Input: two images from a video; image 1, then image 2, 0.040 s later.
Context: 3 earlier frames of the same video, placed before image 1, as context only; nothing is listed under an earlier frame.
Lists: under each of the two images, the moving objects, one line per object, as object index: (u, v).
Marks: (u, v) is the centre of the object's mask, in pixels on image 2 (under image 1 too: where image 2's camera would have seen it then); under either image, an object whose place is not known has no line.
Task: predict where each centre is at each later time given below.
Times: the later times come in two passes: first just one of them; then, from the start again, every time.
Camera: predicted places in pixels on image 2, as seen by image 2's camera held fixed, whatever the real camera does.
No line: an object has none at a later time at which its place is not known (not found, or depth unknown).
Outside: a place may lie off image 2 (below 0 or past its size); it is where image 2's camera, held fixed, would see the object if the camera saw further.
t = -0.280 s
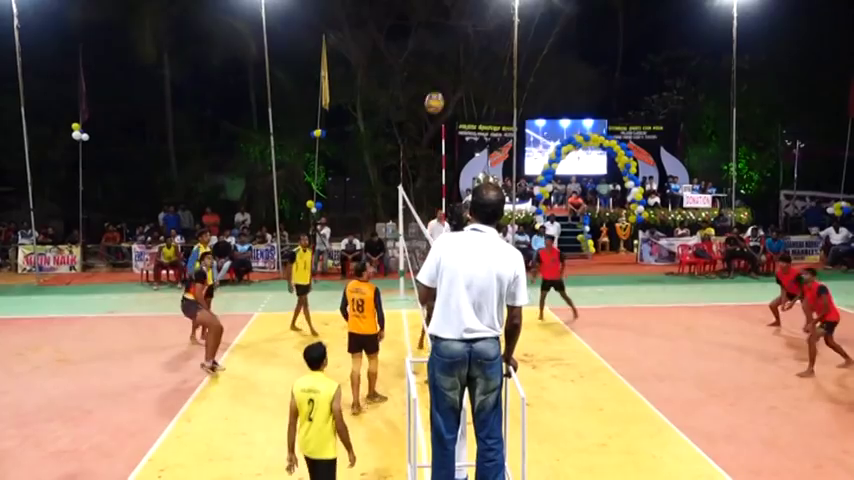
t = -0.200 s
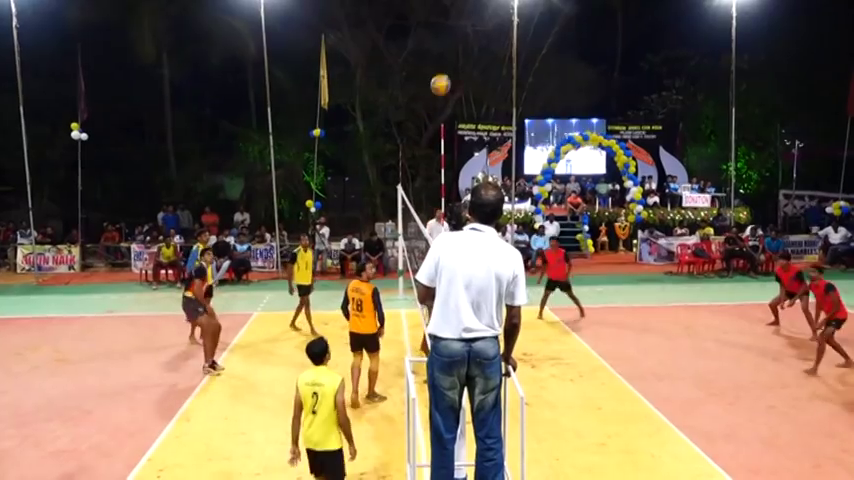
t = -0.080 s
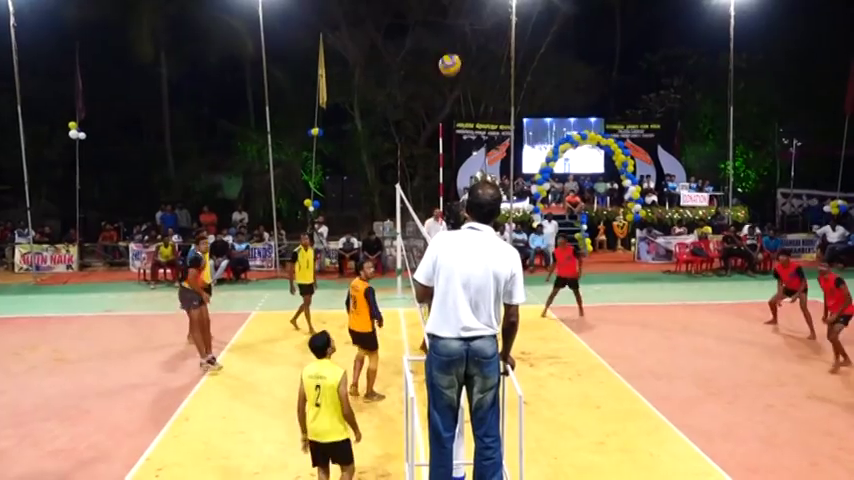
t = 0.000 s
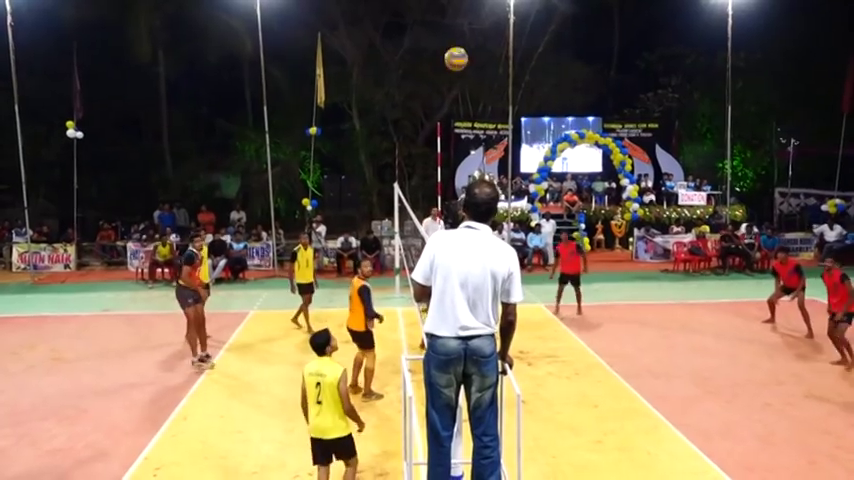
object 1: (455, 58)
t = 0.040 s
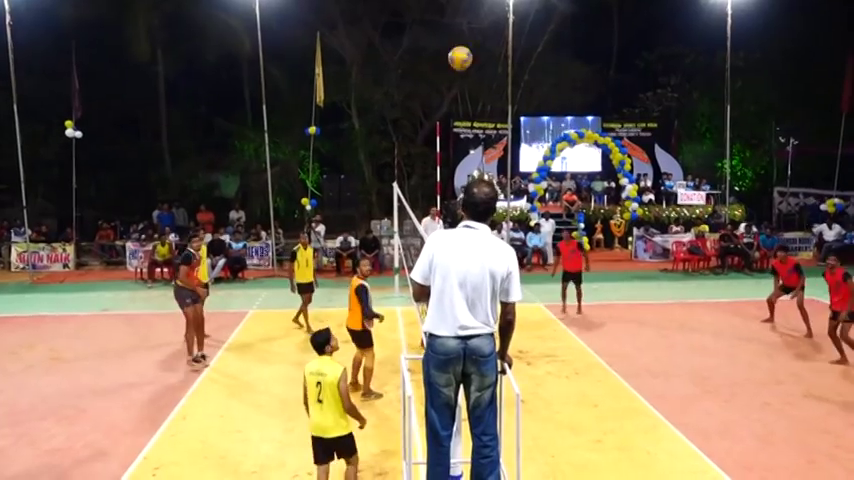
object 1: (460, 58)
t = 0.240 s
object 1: (487, 87)
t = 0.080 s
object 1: (465, 60)
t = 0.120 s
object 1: (470, 63)
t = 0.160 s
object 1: (476, 68)
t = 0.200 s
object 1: (481, 77)
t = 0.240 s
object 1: (487, 87)
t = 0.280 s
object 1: (494, 101)
